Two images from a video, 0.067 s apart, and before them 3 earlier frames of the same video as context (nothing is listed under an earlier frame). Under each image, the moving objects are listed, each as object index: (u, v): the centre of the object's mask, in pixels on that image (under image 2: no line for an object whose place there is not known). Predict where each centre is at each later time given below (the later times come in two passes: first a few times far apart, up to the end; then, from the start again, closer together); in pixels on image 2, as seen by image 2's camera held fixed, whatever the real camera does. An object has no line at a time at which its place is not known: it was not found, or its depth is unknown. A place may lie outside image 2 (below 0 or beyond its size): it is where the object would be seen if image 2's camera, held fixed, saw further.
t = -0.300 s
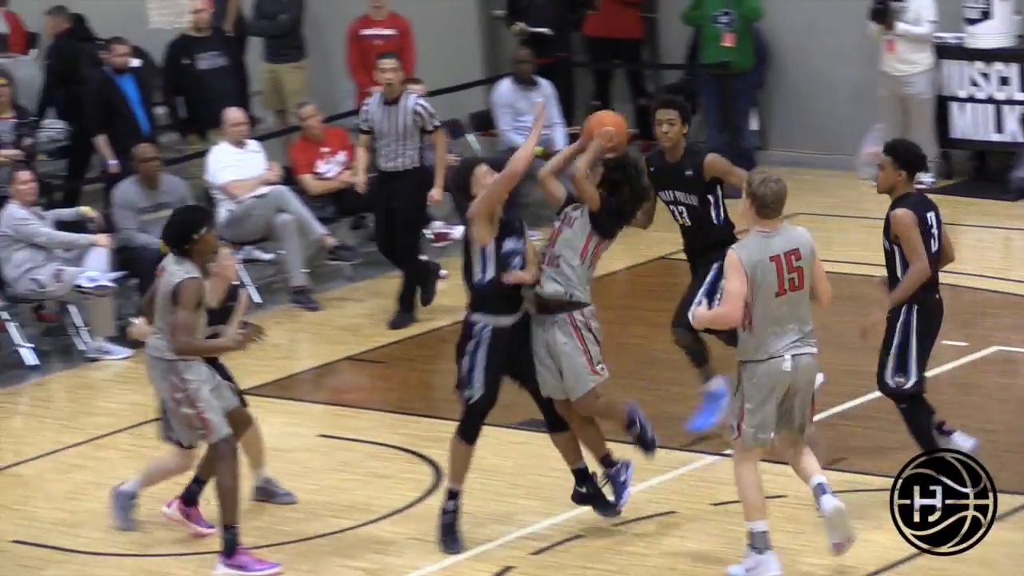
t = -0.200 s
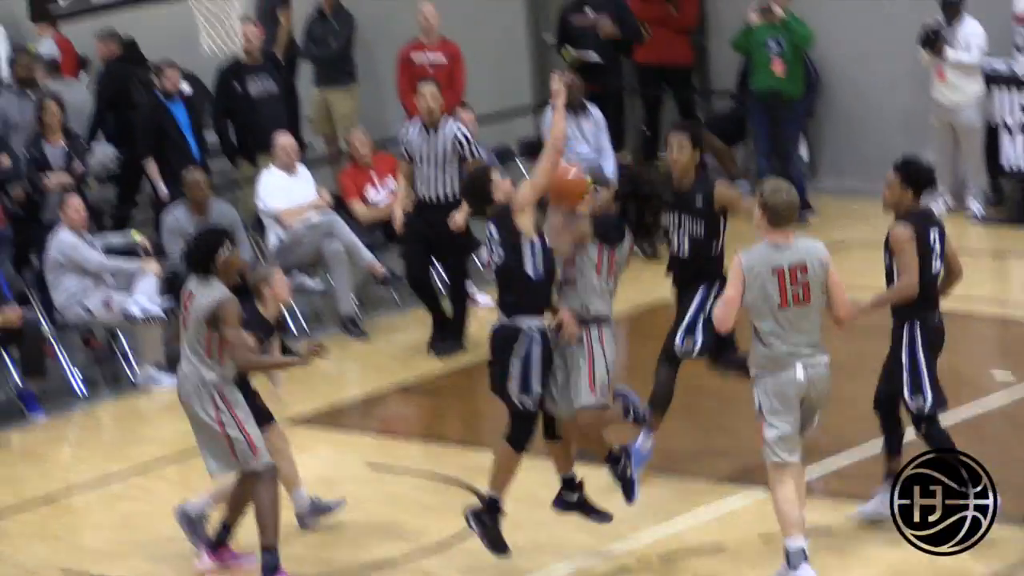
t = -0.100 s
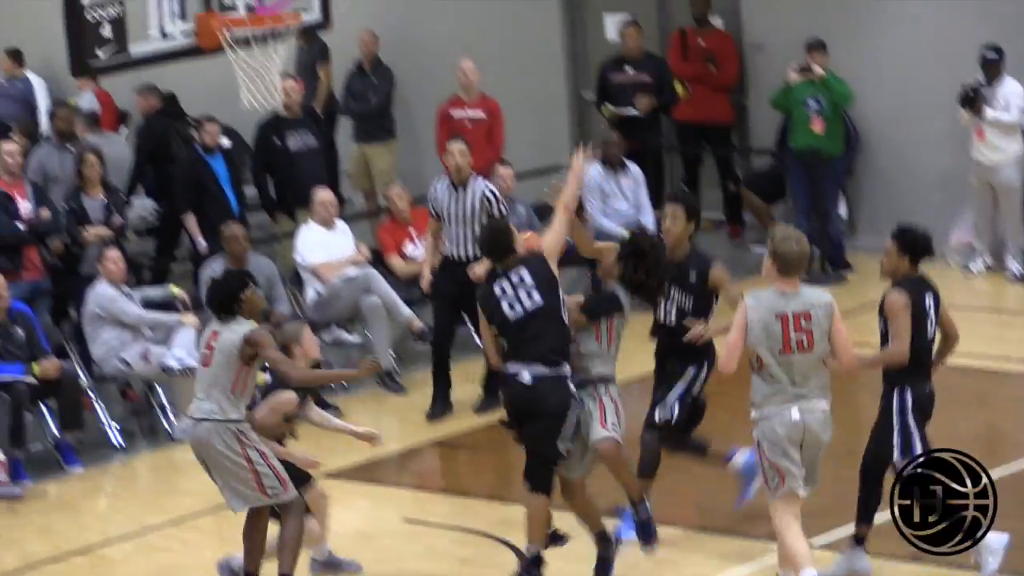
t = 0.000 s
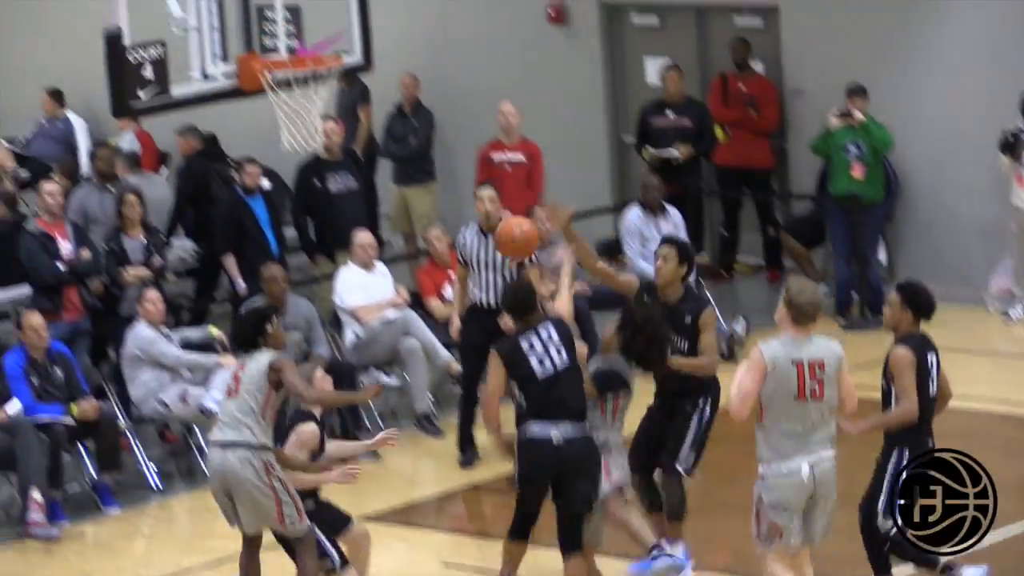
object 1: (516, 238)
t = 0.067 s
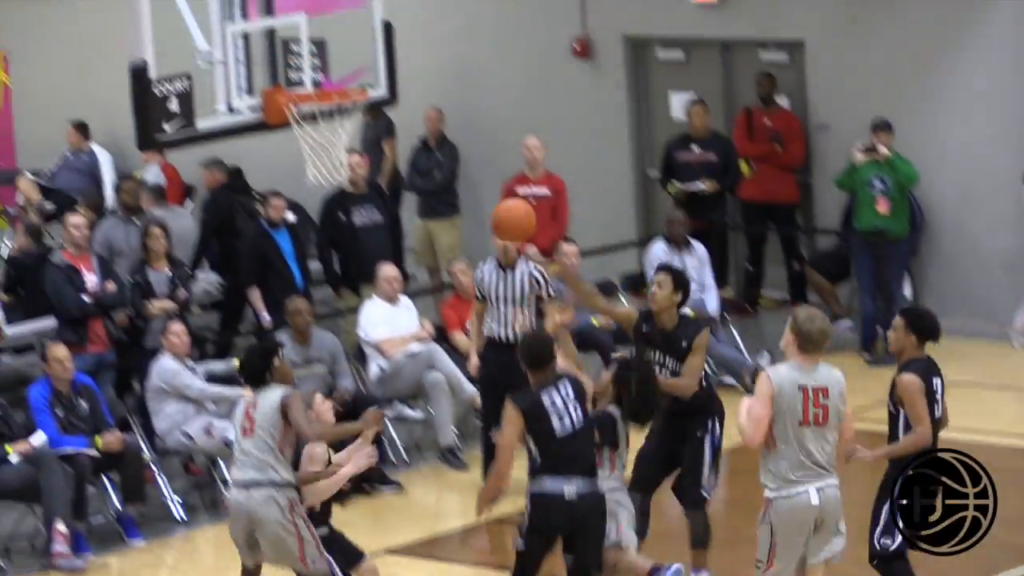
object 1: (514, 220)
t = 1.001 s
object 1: (303, 139)
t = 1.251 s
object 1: (328, 195)
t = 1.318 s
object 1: (337, 225)
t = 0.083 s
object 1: (506, 209)
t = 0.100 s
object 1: (499, 198)
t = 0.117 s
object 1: (493, 187)
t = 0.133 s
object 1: (486, 177)
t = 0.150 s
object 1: (479, 168)
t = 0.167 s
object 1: (473, 159)
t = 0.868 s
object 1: (309, 113)
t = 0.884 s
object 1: (306, 121)
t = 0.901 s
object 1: (304, 125)
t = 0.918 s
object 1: (303, 130)
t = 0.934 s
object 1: (302, 133)
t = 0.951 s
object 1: (302, 135)
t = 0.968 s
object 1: (302, 136)
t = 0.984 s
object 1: (303, 138)
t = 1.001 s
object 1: (303, 139)
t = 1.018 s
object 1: (304, 140)
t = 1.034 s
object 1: (304, 141)
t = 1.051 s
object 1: (306, 143)
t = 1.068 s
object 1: (307, 145)
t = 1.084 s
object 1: (308, 147)
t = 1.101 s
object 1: (310, 149)
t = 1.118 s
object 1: (313, 152)
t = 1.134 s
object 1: (315, 156)
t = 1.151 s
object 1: (317, 160)
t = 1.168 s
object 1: (317, 165)
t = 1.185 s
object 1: (319, 169)
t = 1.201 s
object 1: (322, 175)
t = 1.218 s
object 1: (324, 180)
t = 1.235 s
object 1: (326, 188)
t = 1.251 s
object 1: (328, 195)
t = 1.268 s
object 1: (330, 202)
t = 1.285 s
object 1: (333, 208)
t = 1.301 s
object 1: (335, 217)
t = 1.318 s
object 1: (337, 225)
